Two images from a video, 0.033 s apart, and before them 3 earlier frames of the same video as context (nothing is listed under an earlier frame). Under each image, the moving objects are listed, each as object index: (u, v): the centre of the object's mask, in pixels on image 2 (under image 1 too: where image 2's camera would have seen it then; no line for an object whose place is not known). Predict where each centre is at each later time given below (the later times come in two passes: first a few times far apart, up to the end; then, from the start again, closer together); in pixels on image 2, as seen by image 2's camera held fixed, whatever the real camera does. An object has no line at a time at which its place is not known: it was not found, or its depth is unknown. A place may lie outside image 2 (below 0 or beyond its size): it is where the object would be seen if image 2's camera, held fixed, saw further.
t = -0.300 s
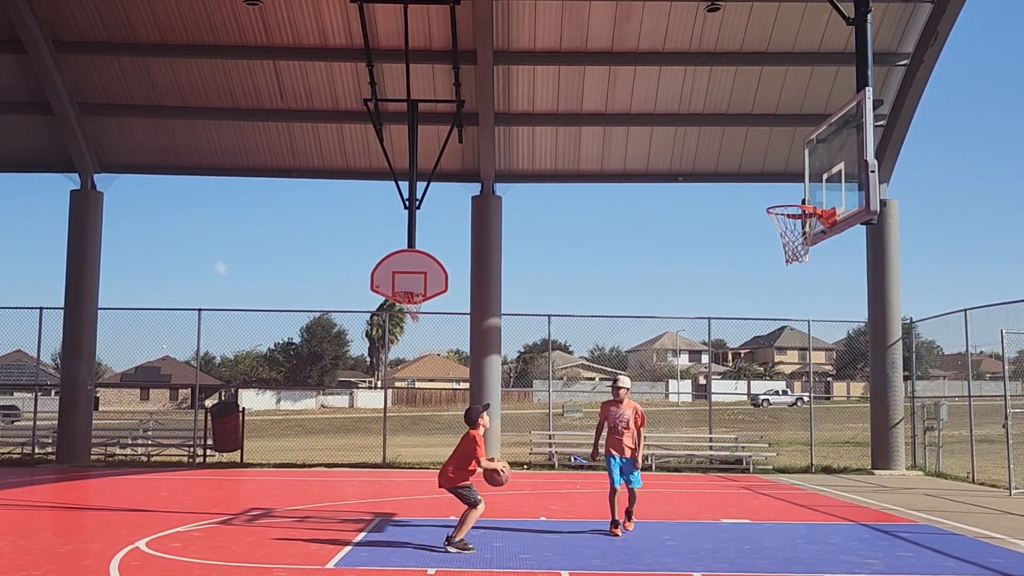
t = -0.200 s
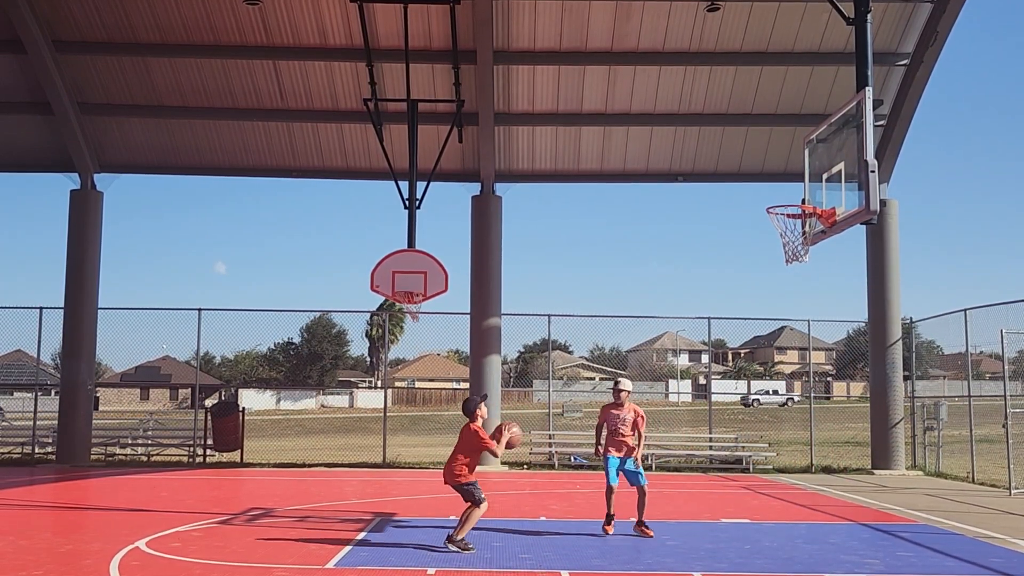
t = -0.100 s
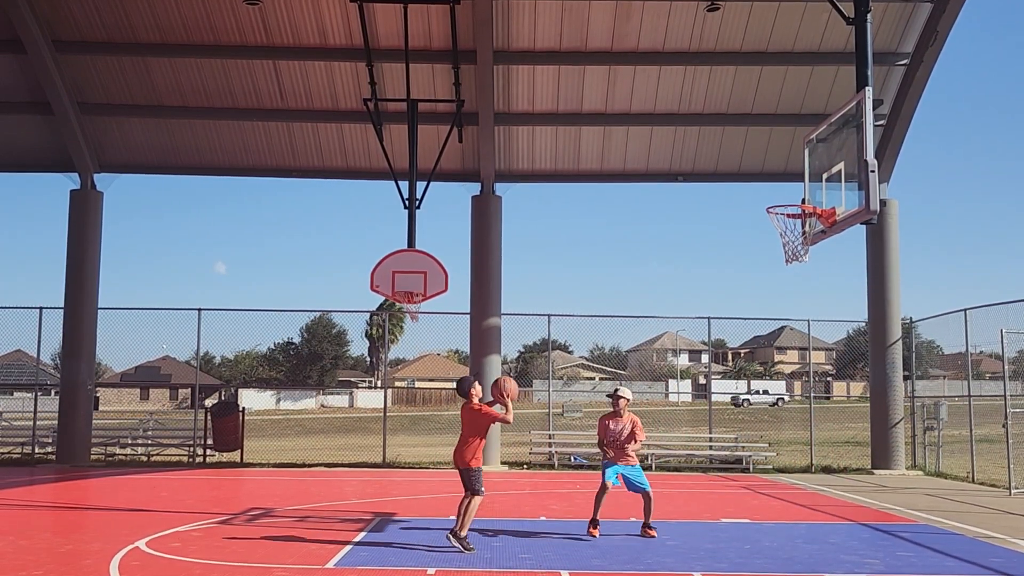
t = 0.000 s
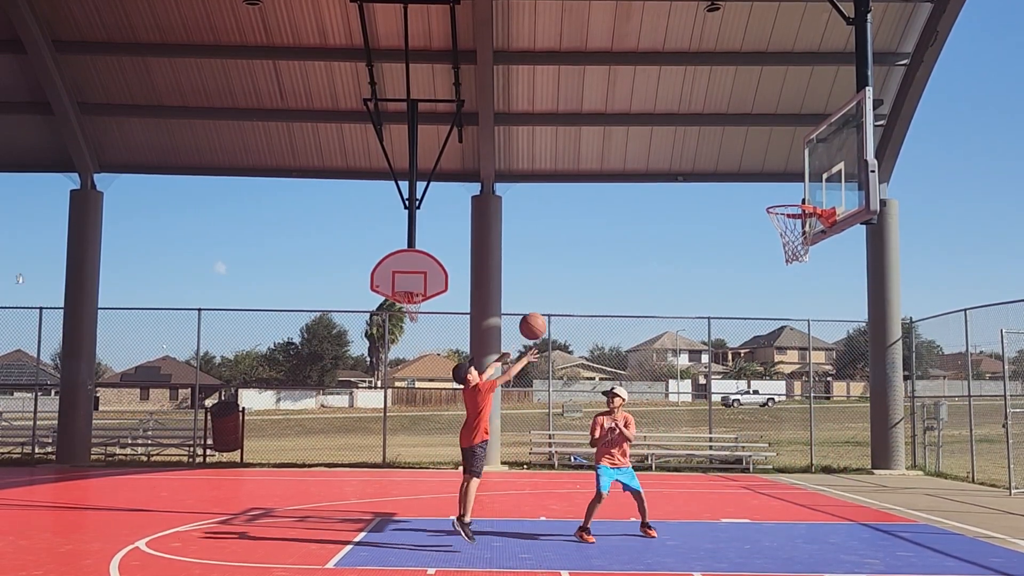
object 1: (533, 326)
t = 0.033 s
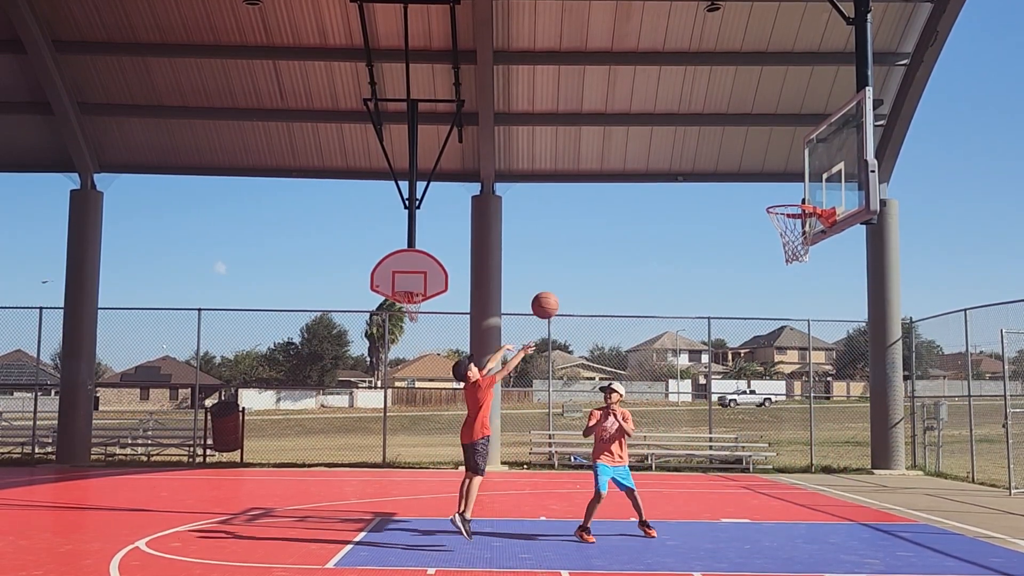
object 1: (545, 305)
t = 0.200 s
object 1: (603, 223)
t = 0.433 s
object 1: (682, 164)
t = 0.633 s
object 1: (746, 158)
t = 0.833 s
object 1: (809, 194)
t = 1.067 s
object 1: (793, 193)
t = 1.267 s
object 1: (766, 224)
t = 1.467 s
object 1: (752, 286)
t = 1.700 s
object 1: (733, 404)
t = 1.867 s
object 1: (723, 514)
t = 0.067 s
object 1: (557, 286)
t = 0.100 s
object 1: (569, 268)
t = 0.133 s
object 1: (581, 251)
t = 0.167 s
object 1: (592, 236)
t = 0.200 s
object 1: (603, 223)
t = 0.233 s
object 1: (615, 210)
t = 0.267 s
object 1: (626, 200)
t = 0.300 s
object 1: (638, 190)
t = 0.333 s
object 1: (649, 181)
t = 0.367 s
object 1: (660, 174)
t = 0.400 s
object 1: (671, 168)
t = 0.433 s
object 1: (682, 164)
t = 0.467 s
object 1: (693, 160)
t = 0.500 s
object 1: (704, 157)
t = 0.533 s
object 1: (715, 156)
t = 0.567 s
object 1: (725, 156)
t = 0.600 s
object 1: (736, 157)
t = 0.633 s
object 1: (746, 158)
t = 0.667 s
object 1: (757, 162)
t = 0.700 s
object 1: (768, 166)
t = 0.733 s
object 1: (778, 172)
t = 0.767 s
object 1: (788, 178)
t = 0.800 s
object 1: (798, 186)
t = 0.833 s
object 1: (809, 194)
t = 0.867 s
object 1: (816, 199)
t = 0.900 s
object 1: (812, 197)
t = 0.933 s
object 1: (808, 195)
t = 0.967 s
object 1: (804, 193)
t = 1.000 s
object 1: (800, 192)
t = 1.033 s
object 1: (797, 192)
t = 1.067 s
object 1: (793, 193)
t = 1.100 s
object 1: (789, 195)
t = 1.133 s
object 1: (785, 198)
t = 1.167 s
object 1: (781, 202)
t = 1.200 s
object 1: (777, 208)
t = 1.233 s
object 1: (773, 214)
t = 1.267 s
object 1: (766, 224)
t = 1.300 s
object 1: (767, 230)
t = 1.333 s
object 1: (764, 239)
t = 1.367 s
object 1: (761, 249)
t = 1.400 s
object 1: (758, 261)
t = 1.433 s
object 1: (755, 273)
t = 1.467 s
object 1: (752, 286)
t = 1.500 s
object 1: (749, 300)
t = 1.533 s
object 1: (746, 314)
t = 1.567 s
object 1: (743, 330)
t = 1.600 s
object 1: (741, 347)
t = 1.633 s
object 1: (738, 365)
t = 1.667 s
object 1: (736, 383)
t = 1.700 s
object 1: (733, 404)
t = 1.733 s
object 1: (731, 424)
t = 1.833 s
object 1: (725, 491)
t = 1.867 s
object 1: (723, 514)
